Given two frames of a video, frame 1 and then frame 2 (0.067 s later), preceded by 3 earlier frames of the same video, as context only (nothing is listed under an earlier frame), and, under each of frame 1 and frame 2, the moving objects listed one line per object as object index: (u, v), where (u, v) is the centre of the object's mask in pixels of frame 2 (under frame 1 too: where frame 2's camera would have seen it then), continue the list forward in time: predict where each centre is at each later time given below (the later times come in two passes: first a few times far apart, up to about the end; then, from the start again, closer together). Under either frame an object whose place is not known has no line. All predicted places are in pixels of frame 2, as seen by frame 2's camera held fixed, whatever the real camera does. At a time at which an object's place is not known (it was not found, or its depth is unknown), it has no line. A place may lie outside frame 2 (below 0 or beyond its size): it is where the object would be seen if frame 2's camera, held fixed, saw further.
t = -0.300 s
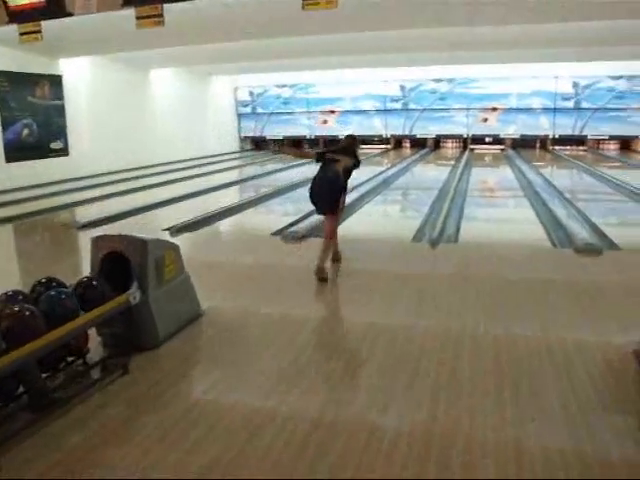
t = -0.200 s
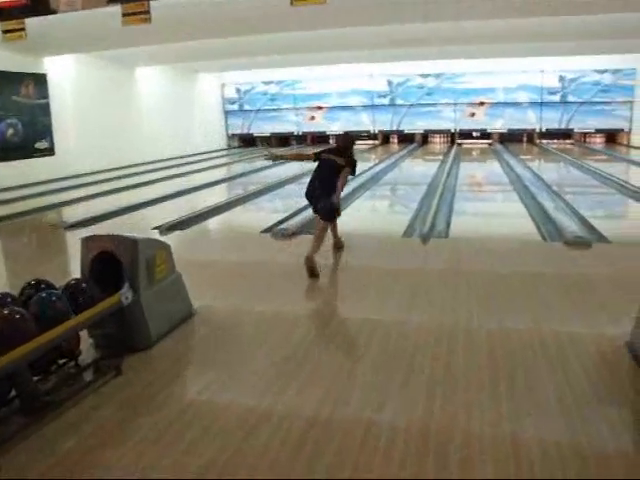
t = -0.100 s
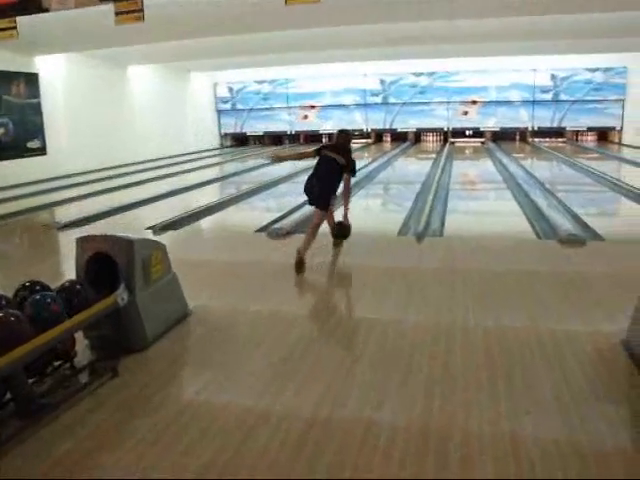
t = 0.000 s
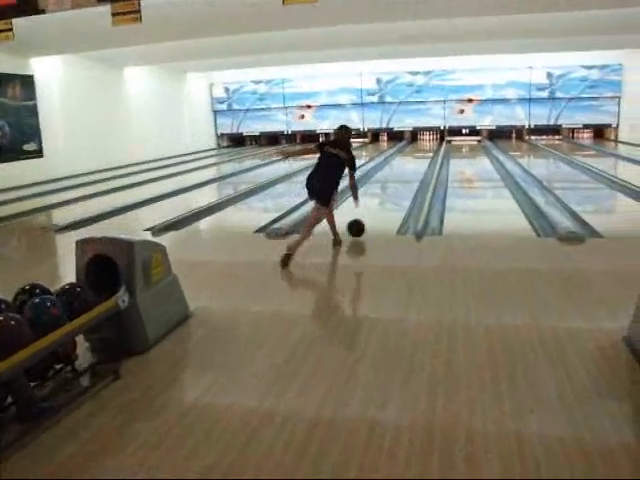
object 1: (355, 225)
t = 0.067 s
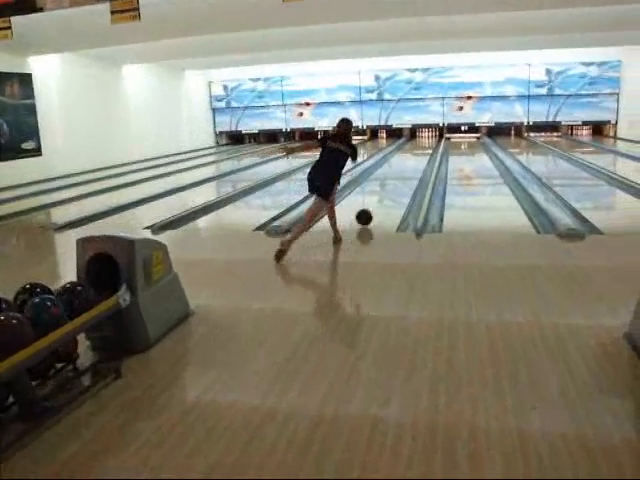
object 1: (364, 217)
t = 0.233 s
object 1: (379, 200)
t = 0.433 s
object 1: (392, 186)
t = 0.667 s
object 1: (403, 174)
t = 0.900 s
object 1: (411, 164)
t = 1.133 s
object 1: (417, 157)
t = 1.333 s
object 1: (421, 153)
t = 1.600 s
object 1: (425, 148)
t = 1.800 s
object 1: (427, 145)
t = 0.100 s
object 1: (367, 214)
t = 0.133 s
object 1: (371, 210)
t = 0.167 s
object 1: (374, 207)
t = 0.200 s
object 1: (376, 204)
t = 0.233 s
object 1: (379, 200)
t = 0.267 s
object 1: (382, 198)
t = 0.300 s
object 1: (384, 195)
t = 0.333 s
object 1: (386, 192)
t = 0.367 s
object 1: (388, 190)
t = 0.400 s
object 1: (390, 188)
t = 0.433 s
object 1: (392, 186)
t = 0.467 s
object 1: (394, 184)
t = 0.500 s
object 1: (396, 182)
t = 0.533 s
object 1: (397, 180)
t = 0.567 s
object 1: (399, 178)
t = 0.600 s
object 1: (401, 177)
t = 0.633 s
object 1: (402, 175)
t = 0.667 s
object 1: (403, 174)
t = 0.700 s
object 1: (404, 172)
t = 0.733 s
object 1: (406, 170)
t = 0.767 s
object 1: (407, 169)
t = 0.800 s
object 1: (408, 168)
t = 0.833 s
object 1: (409, 167)
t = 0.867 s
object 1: (410, 166)
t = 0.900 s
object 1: (411, 164)
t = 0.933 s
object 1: (412, 164)
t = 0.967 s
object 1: (413, 162)
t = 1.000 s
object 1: (414, 161)
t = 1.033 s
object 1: (415, 160)
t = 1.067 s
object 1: (415, 159)
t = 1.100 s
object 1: (416, 159)
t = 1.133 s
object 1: (417, 157)
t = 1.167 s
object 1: (418, 157)
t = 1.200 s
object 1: (418, 156)
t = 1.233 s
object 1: (419, 155)
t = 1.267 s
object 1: (420, 154)
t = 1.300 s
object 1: (420, 154)
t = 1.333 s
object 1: (421, 153)
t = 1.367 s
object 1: (421, 153)
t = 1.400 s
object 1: (422, 152)
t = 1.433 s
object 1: (423, 151)
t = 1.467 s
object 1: (423, 150)
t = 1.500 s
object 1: (424, 150)
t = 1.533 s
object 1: (424, 149)
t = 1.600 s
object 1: (425, 148)
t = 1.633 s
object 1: (425, 148)
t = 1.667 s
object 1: (426, 147)
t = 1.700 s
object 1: (426, 147)
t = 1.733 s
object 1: (427, 146)
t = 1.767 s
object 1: (427, 146)
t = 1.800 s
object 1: (427, 145)
